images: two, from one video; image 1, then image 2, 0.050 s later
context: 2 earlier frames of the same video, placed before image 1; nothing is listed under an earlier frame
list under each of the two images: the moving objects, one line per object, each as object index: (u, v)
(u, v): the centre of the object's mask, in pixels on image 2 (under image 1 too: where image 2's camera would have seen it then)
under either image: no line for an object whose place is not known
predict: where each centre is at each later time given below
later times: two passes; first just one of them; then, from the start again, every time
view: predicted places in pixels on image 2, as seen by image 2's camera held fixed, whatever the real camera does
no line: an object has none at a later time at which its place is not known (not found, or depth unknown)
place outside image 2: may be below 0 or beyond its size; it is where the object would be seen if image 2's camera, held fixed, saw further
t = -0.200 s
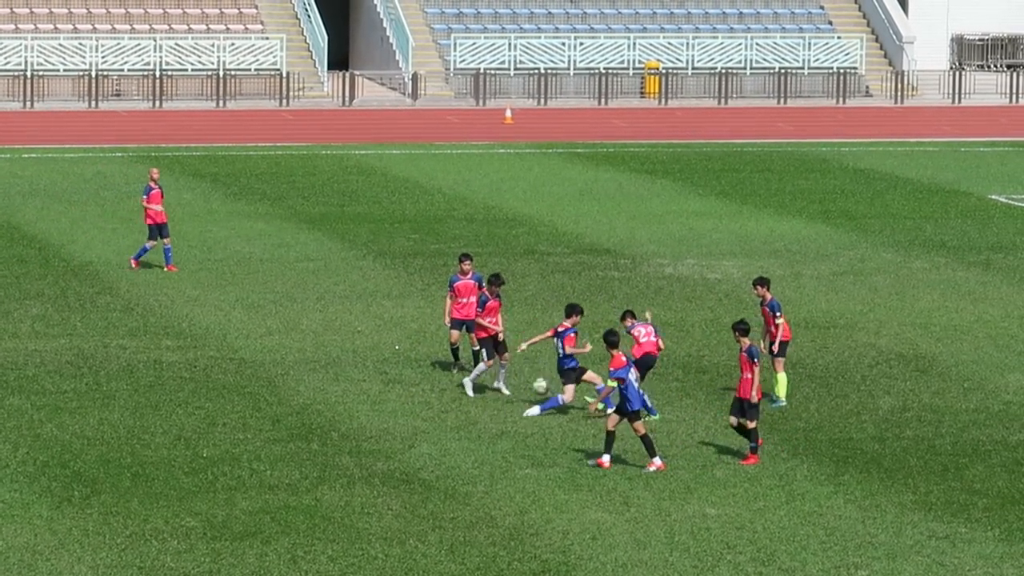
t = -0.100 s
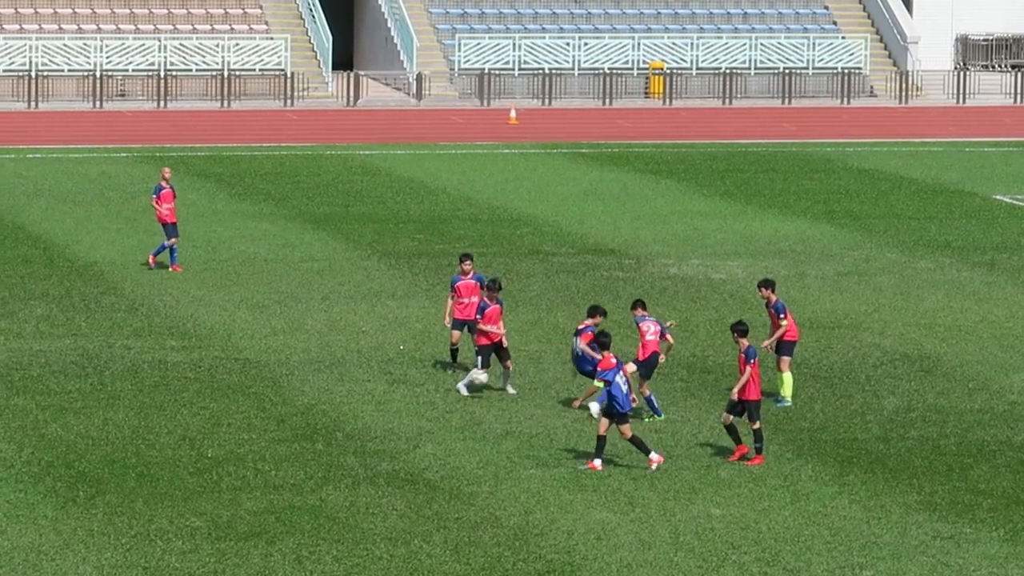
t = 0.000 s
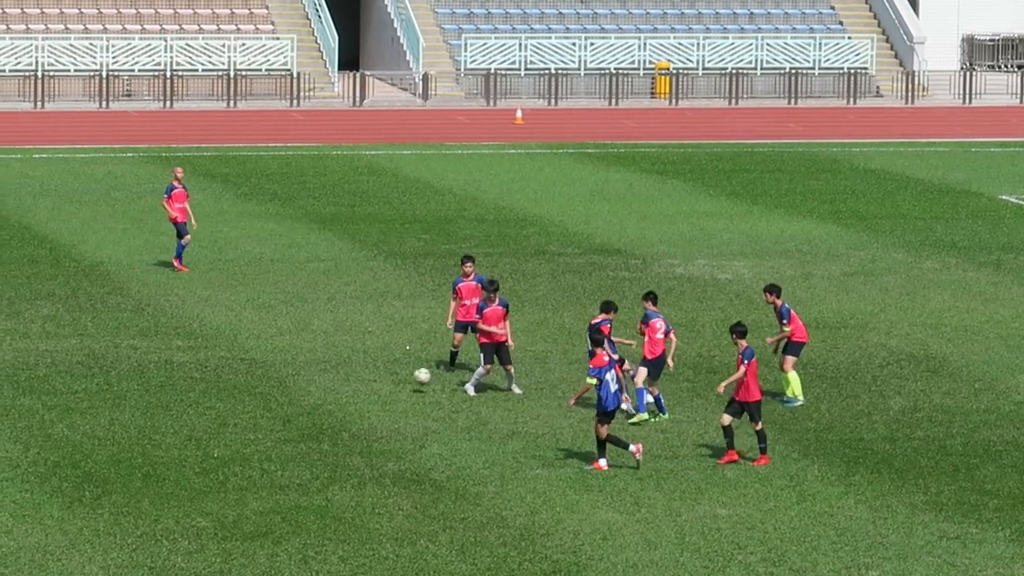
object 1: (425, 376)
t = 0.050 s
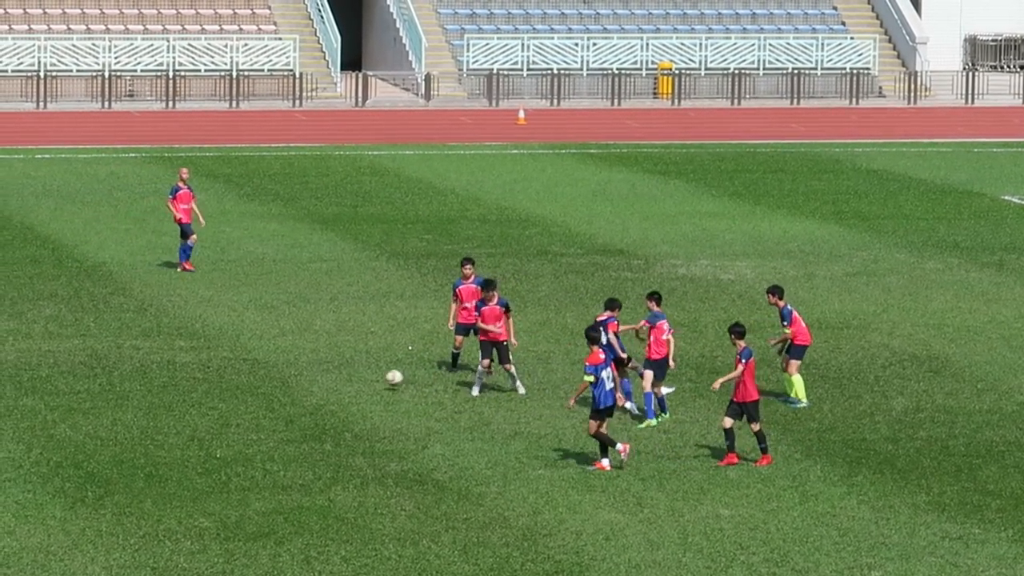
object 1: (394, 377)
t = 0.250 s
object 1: (303, 367)
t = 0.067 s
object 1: (384, 378)
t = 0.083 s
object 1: (374, 379)
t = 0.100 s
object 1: (364, 380)
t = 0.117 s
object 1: (355, 380)
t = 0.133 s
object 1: (348, 378)
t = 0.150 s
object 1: (342, 376)
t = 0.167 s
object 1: (335, 374)
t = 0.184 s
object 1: (329, 373)
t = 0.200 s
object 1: (322, 371)
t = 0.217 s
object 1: (316, 370)
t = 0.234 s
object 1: (310, 369)
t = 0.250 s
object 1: (303, 367)
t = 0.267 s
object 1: (297, 367)
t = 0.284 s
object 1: (291, 366)
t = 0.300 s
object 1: (285, 366)
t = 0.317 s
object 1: (279, 366)
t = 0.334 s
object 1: (272, 366)
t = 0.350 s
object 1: (266, 366)
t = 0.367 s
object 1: (260, 366)
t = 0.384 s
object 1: (254, 367)
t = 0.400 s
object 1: (249, 367)
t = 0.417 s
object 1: (242, 368)
